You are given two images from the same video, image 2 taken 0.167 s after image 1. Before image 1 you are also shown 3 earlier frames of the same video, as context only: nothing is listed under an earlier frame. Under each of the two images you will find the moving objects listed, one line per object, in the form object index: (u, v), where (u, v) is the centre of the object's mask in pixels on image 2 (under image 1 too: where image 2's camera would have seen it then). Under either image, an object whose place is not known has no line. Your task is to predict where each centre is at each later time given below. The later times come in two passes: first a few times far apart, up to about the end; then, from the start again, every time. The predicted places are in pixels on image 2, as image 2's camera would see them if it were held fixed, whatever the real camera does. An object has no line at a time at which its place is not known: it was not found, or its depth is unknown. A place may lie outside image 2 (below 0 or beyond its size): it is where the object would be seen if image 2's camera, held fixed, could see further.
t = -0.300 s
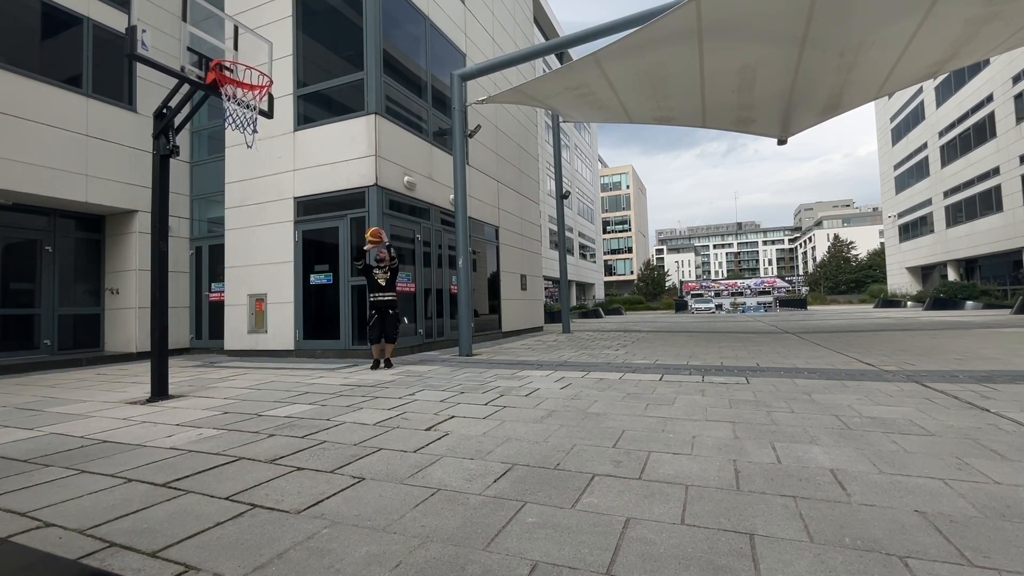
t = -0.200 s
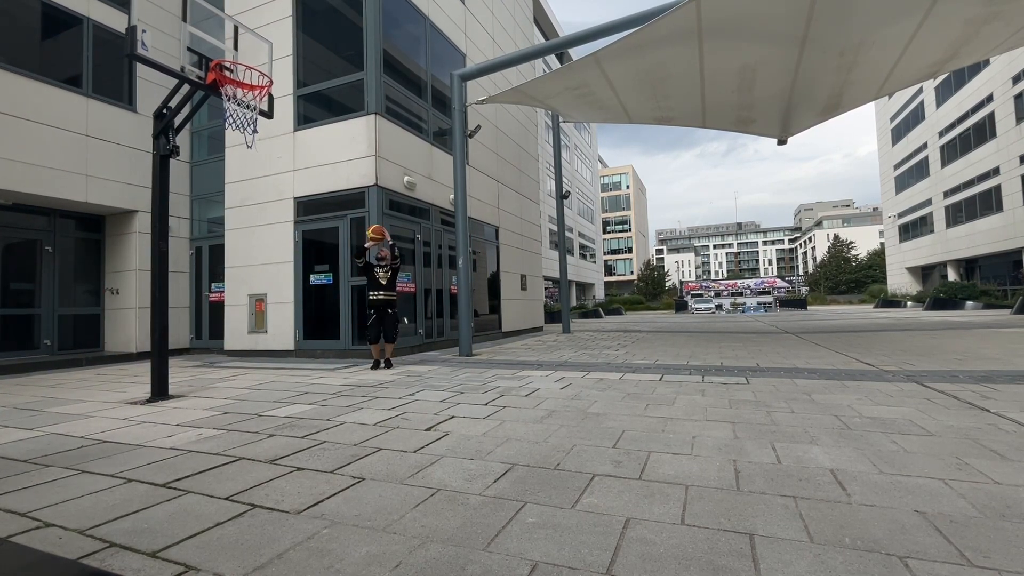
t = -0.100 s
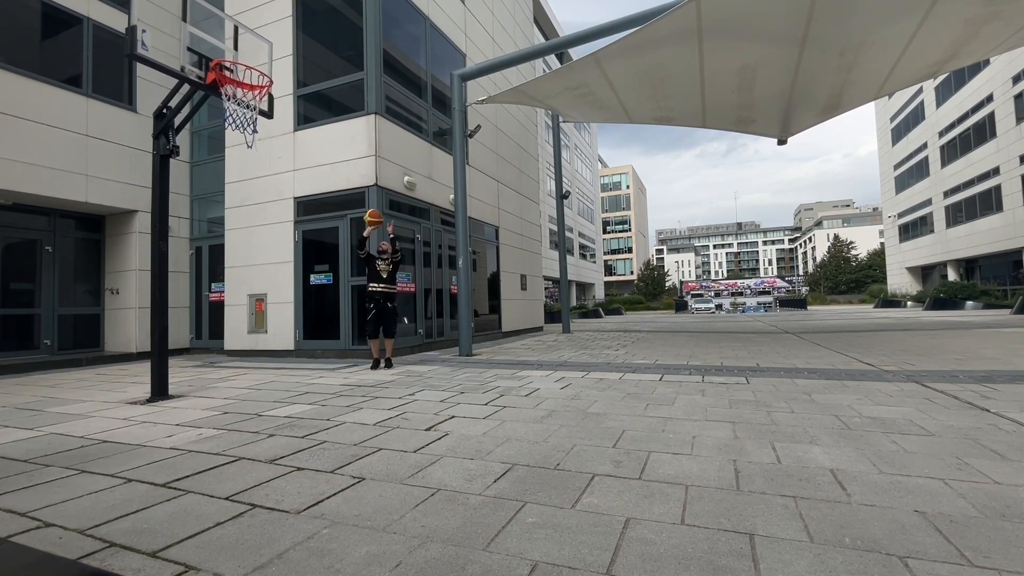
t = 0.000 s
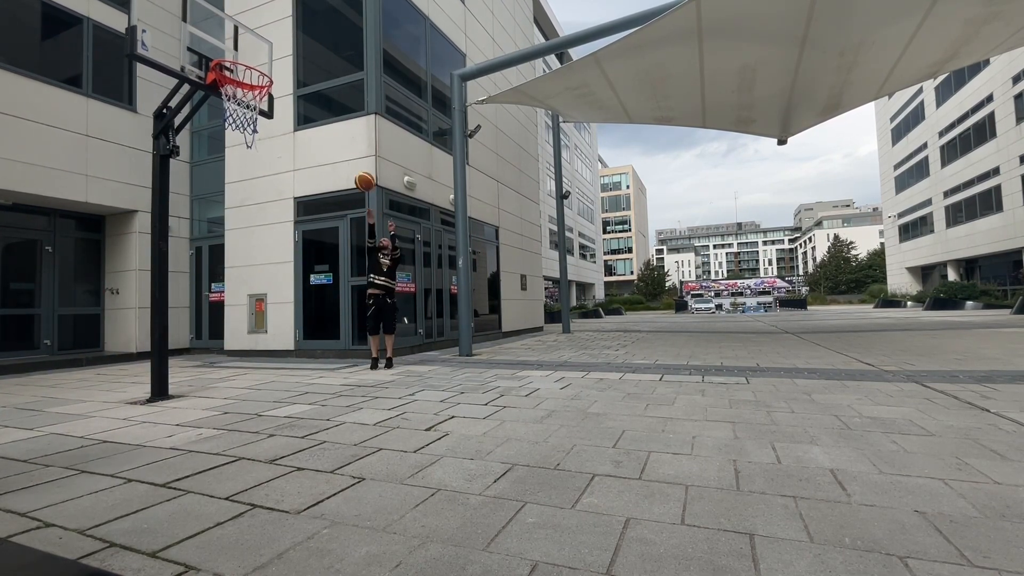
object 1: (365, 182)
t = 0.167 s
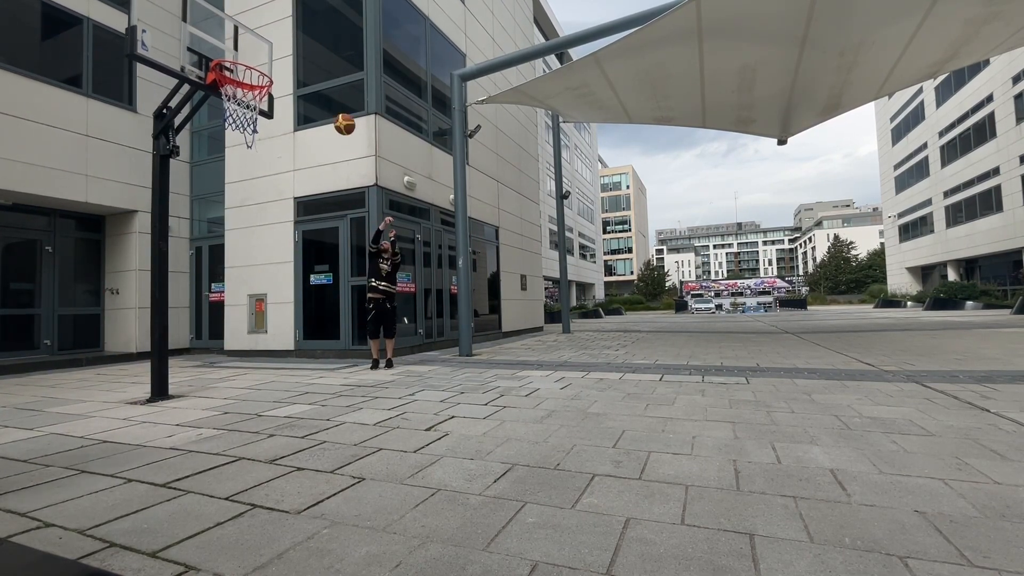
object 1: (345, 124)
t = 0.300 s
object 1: (327, 90)
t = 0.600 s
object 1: (281, 59)
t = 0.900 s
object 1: (227, 86)
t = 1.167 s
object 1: (226, 122)
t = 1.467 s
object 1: (230, 257)
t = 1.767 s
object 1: (238, 325)
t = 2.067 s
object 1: (251, 208)
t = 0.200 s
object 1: (340, 115)
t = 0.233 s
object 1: (336, 106)
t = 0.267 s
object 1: (332, 98)
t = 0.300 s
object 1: (327, 90)
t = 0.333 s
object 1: (322, 83)
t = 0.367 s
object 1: (318, 77)
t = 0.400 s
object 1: (313, 72)
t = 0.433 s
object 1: (308, 68)
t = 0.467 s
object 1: (303, 64)
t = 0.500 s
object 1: (298, 61)
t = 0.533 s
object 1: (292, 59)
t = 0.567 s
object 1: (287, 59)
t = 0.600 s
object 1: (281, 59)
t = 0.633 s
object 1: (275, 60)
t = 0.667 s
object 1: (270, 63)
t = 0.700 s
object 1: (263, 66)
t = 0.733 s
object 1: (257, 72)
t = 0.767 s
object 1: (251, 74)
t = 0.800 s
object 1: (244, 76)
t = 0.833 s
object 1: (238, 79)
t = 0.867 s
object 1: (231, 84)
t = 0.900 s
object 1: (227, 86)
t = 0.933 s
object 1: (225, 87)
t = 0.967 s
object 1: (225, 92)
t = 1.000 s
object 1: (225, 93)
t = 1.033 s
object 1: (225, 97)
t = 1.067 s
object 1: (225, 102)
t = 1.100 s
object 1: (226, 106)
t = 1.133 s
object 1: (226, 114)
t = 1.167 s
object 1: (226, 122)
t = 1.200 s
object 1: (227, 132)
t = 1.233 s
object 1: (228, 144)
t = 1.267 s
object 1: (228, 156)
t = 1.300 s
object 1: (228, 170)
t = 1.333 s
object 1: (229, 184)
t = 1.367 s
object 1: (229, 201)
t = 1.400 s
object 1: (229, 218)
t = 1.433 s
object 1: (230, 237)
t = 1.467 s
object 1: (230, 257)
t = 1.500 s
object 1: (231, 278)
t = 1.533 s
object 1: (231, 301)
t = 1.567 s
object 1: (232, 325)
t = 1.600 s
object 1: (232, 351)
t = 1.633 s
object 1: (233, 378)
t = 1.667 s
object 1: (234, 392)
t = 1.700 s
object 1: (236, 368)
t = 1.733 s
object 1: (237, 346)
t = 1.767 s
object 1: (238, 325)
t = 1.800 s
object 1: (239, 307)
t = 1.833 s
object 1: (241, 289)
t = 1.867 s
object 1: (242, 273)
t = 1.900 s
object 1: (244, 259)
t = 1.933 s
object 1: (245, 246)
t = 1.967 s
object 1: (247, 234)
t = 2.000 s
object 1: (248, 224)
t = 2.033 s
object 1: (249, 215)
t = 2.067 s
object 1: (251, 208)
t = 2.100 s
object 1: (252, 202)
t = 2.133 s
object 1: (254, 197)
